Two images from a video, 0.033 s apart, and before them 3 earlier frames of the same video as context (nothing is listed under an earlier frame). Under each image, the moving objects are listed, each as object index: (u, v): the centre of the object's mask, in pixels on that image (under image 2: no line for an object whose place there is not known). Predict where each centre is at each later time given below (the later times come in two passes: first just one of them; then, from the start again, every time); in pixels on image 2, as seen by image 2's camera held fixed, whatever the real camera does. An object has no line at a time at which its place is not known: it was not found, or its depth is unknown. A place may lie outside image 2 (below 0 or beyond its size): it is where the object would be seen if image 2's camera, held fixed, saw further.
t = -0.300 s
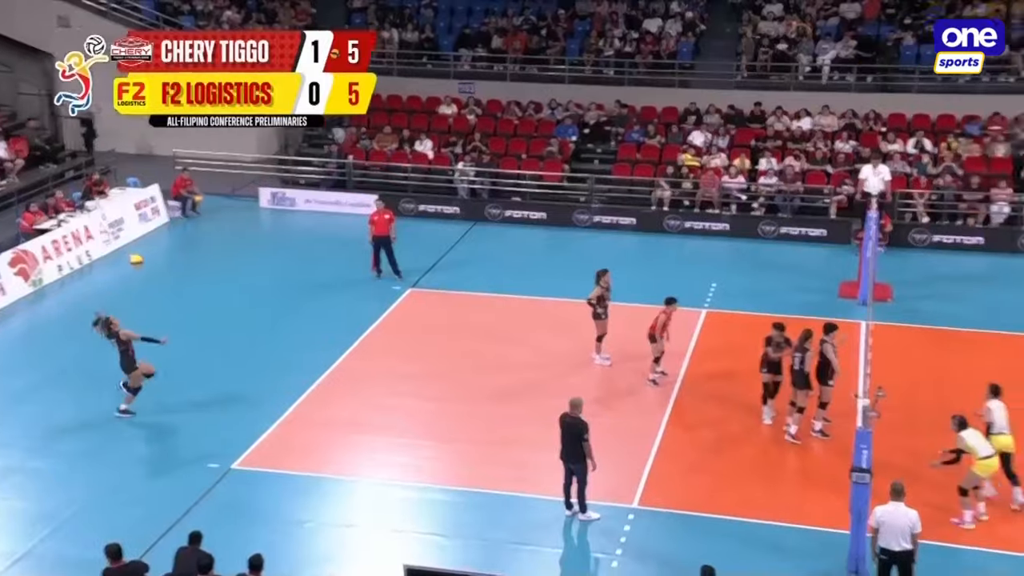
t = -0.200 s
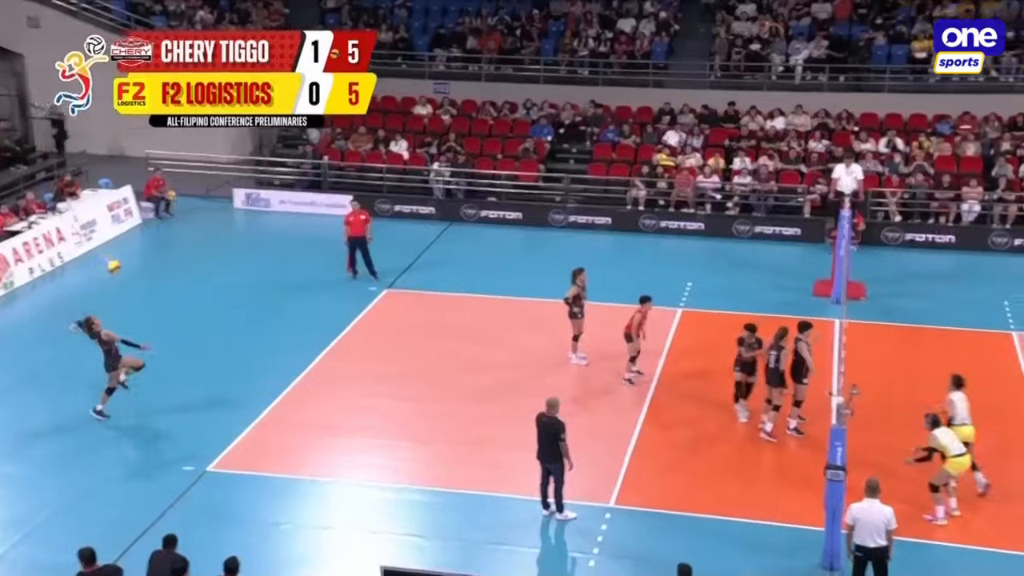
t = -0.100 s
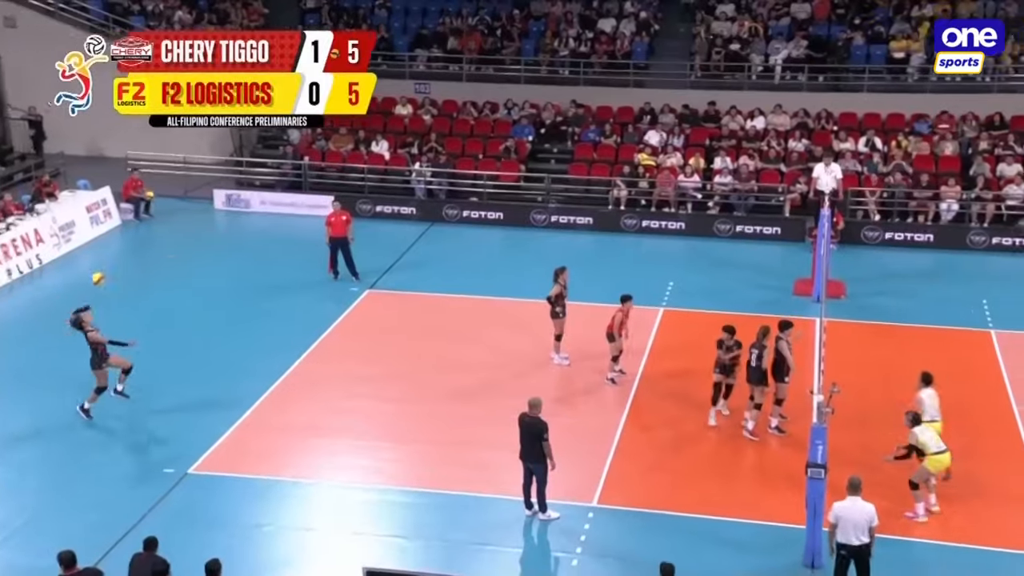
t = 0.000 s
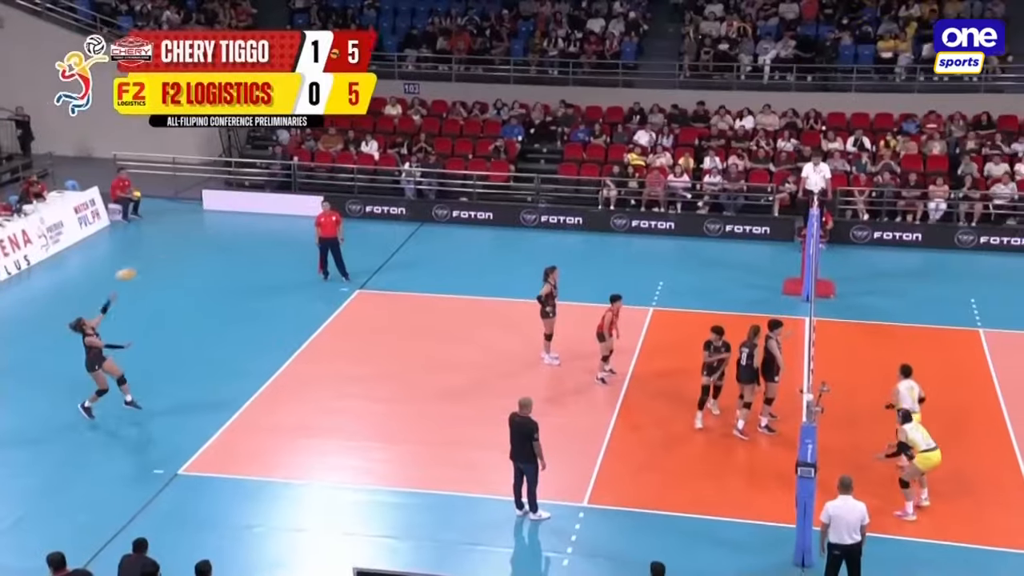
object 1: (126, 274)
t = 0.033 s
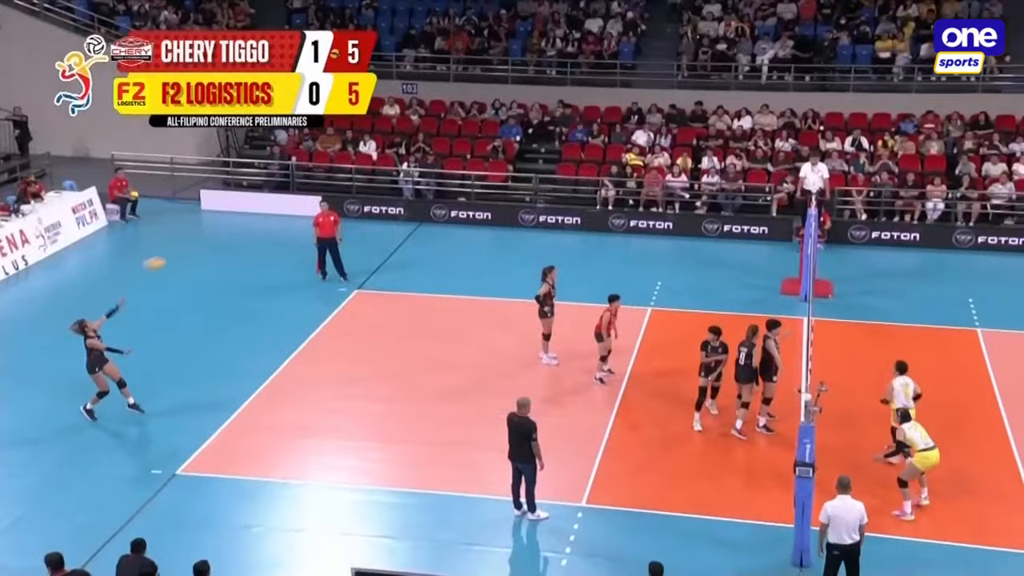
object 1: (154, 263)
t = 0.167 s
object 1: (266, 226)
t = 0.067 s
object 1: (183, 253)
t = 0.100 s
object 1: (211, 243)
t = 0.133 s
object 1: (238, 234)
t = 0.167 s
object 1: (266, 226)
